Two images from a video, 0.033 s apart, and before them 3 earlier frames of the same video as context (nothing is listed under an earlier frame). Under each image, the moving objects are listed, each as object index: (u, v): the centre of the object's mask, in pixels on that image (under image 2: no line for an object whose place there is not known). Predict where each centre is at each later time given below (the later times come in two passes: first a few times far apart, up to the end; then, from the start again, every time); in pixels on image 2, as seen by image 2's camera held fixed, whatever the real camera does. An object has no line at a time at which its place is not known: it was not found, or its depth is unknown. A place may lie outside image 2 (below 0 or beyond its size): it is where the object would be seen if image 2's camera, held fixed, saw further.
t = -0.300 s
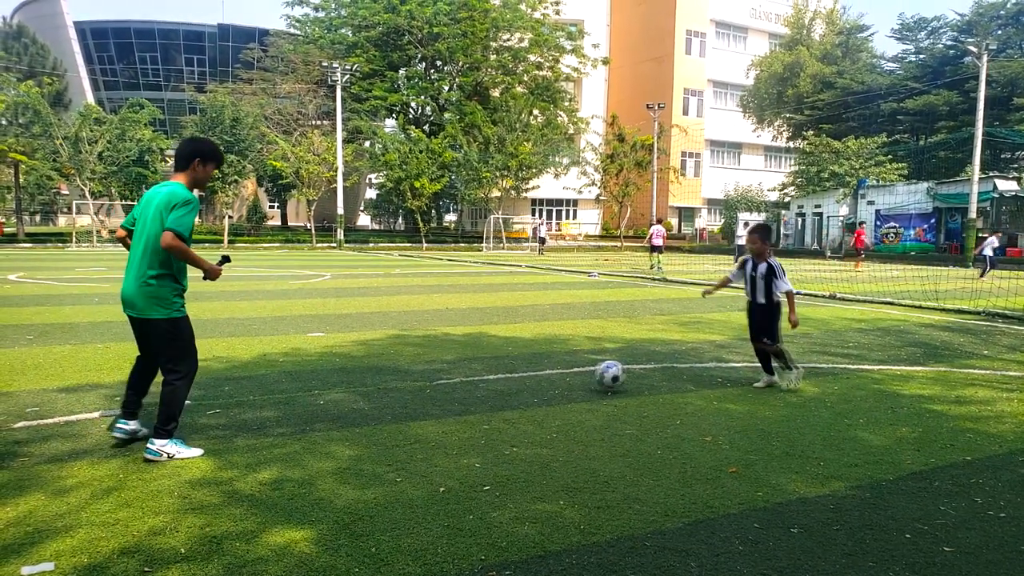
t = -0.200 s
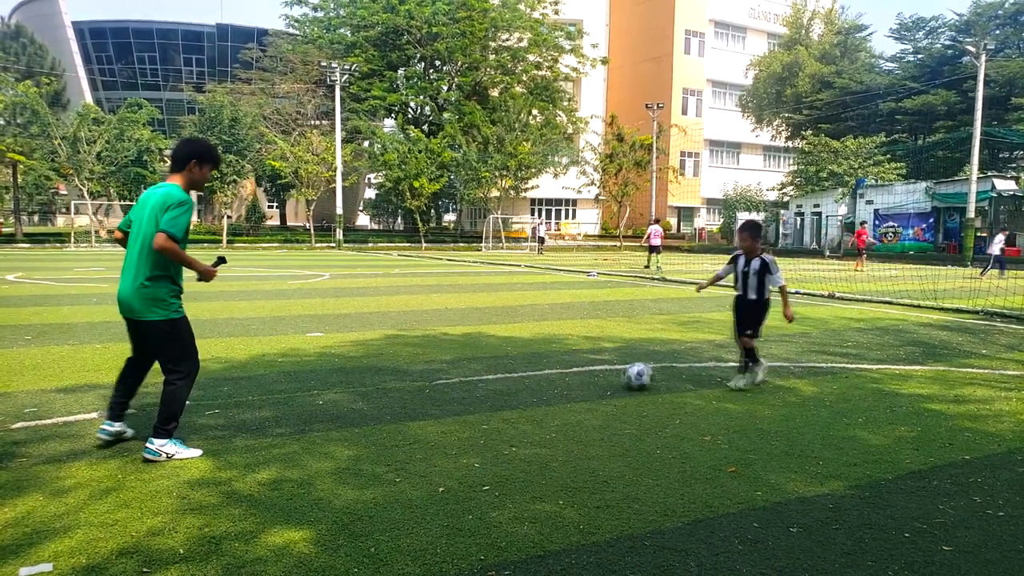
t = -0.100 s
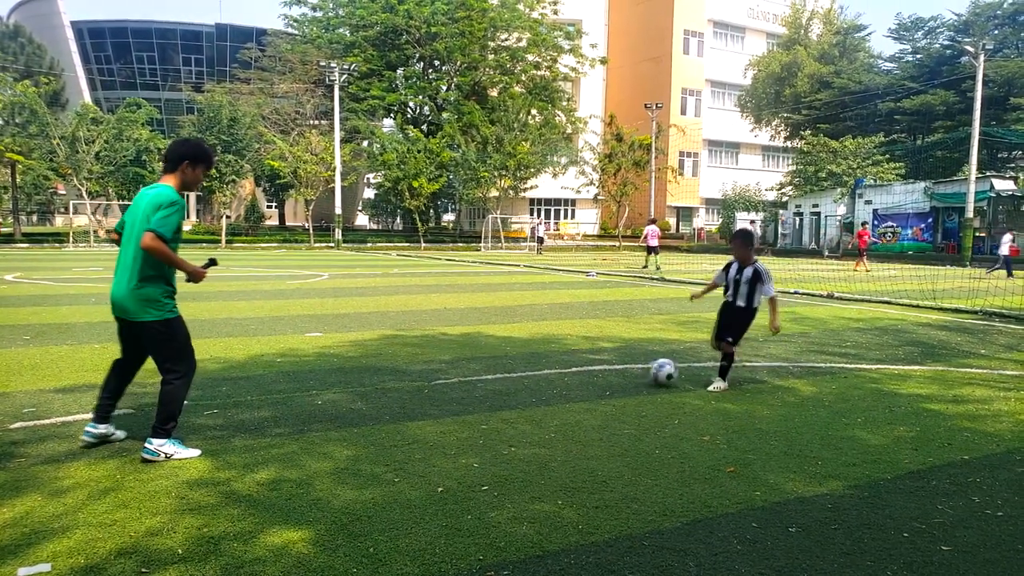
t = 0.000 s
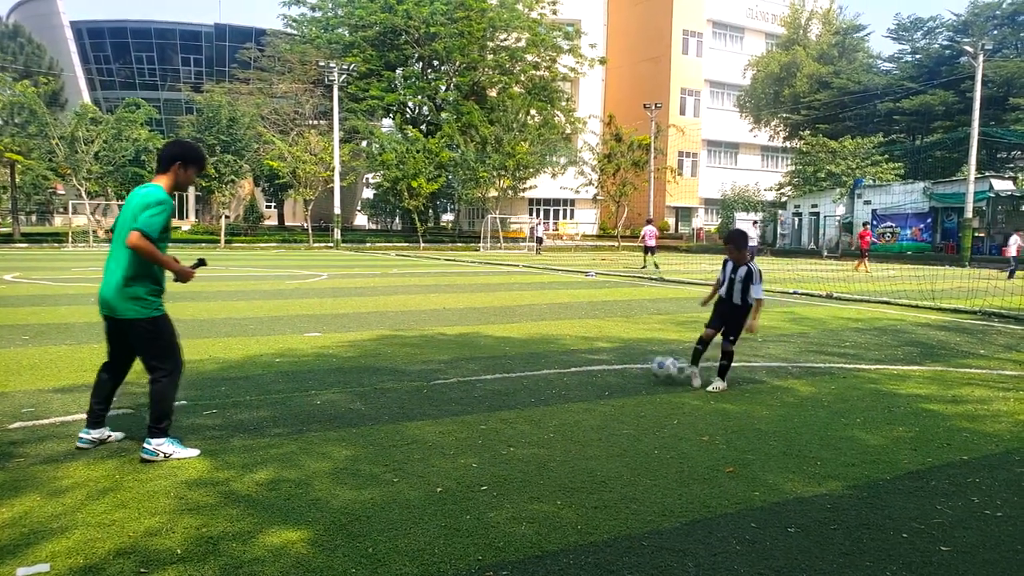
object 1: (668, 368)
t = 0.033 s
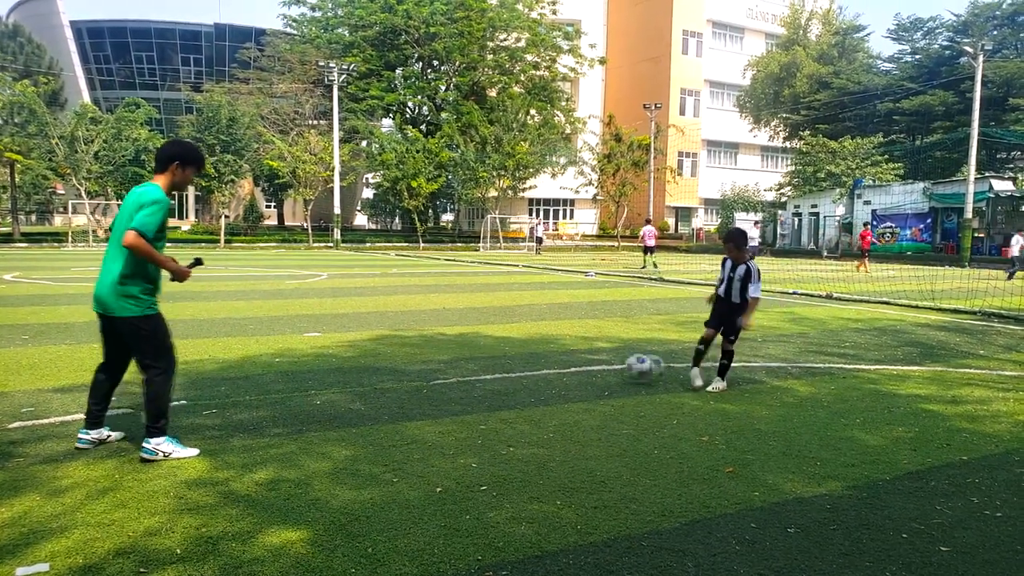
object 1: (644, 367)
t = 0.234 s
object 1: (495, 367)
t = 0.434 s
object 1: (377, 368)
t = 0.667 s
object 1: (265, 367)
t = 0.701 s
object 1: (252, 365)
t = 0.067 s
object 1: (617, 364)
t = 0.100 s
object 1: (590, 367)
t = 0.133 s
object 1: (567, 369)
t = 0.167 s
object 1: (541, 370)
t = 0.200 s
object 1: (519, 368)
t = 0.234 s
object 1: (495, 367)
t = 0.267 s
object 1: (475, 368)
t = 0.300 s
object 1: (453, 370)
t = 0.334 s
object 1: (435, 368)
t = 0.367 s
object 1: (413, 367)
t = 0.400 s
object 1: (396, 366)
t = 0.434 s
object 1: (377, 368)
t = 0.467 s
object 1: (358, 370)
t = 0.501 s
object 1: (340, 369)
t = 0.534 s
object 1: (325, 366)
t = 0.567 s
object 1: (308, 368)
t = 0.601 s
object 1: (292, 369)
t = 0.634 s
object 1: (280, 368)
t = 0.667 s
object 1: (265, 367)
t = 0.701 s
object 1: (252, 365)
